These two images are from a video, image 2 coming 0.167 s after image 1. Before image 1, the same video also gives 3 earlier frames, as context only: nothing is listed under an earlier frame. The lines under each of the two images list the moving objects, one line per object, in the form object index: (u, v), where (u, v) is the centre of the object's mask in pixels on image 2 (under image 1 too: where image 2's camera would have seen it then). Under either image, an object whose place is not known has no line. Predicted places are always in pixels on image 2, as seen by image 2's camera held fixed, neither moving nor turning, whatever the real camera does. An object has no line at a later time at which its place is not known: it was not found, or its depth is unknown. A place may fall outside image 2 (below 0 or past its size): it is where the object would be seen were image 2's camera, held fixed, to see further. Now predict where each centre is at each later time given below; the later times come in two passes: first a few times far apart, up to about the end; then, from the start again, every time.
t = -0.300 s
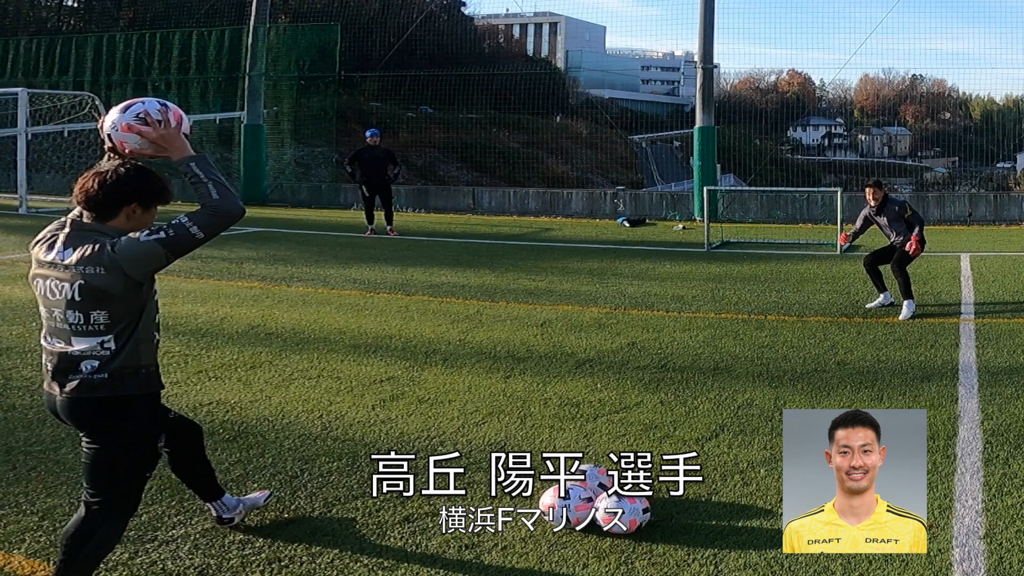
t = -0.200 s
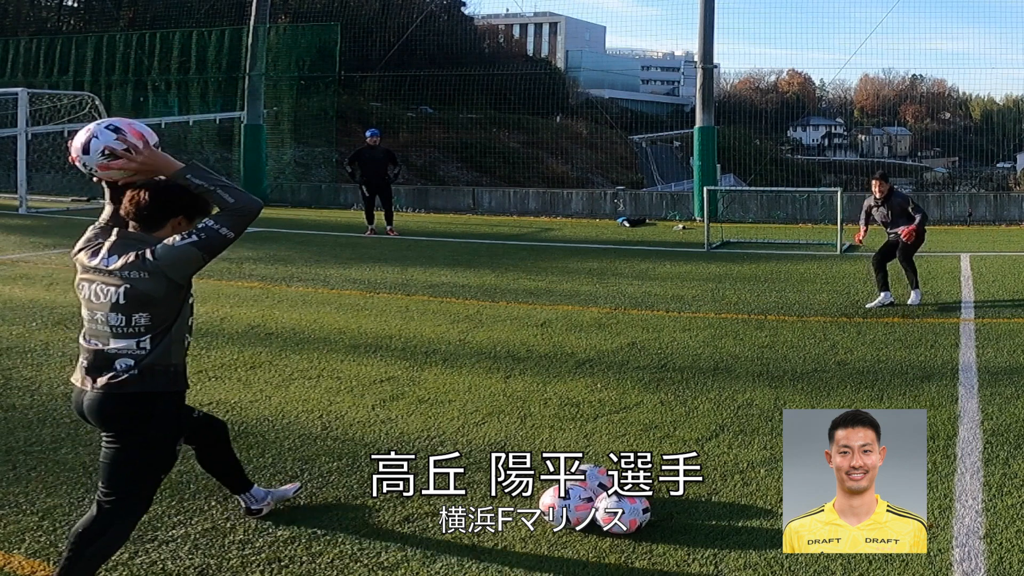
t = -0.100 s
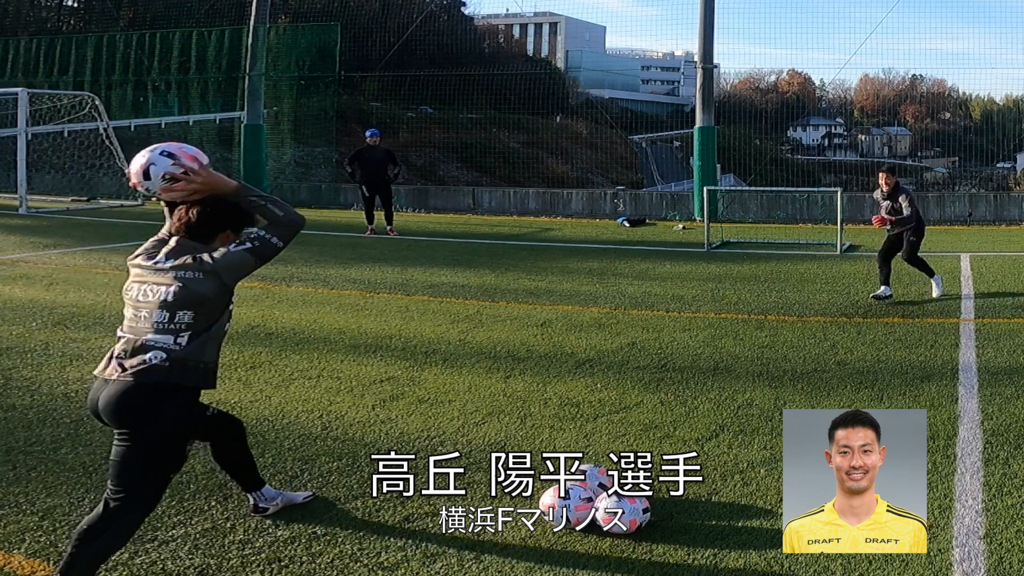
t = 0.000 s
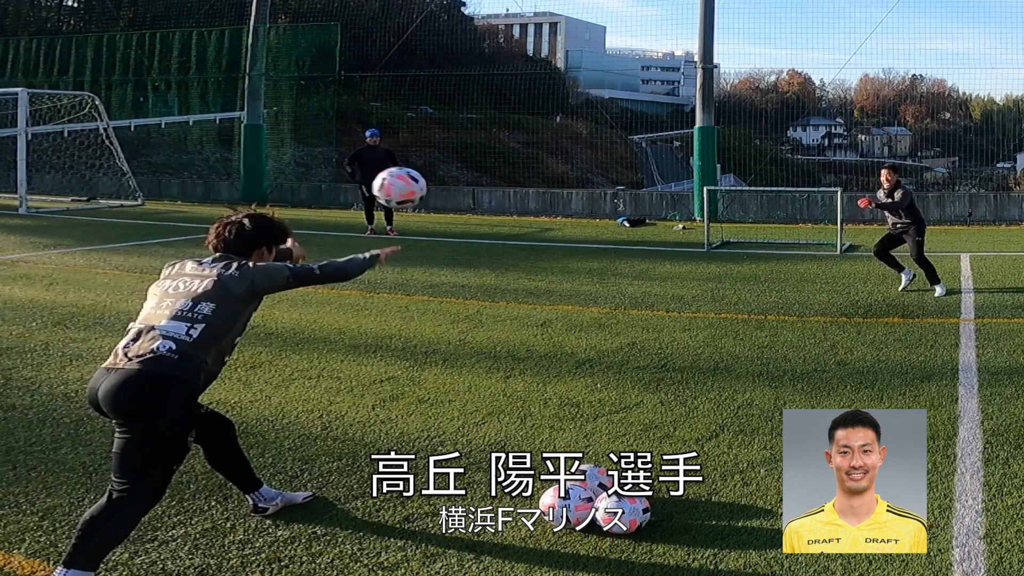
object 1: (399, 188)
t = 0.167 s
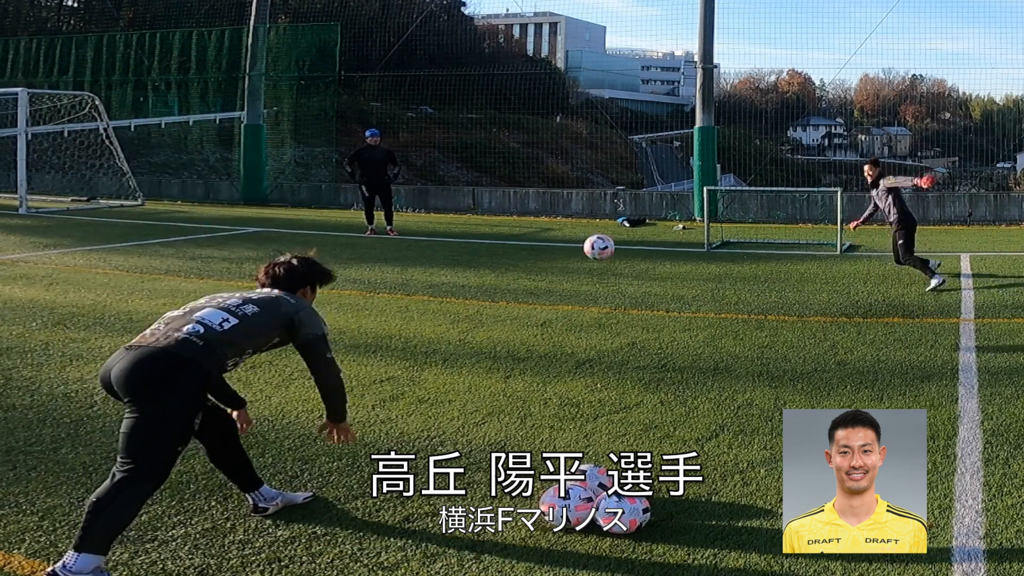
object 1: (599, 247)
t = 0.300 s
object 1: (676, 290)
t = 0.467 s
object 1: (719, 214)
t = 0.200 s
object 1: (622, 258)
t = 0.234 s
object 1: (642, 268)
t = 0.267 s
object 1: (660, 279)
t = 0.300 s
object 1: (676, 290)
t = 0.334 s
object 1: (686, 273)
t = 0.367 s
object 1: (695, 255)
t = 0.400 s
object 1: (703, 239)
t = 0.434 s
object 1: (712, 225)
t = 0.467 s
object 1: (719, 214)
